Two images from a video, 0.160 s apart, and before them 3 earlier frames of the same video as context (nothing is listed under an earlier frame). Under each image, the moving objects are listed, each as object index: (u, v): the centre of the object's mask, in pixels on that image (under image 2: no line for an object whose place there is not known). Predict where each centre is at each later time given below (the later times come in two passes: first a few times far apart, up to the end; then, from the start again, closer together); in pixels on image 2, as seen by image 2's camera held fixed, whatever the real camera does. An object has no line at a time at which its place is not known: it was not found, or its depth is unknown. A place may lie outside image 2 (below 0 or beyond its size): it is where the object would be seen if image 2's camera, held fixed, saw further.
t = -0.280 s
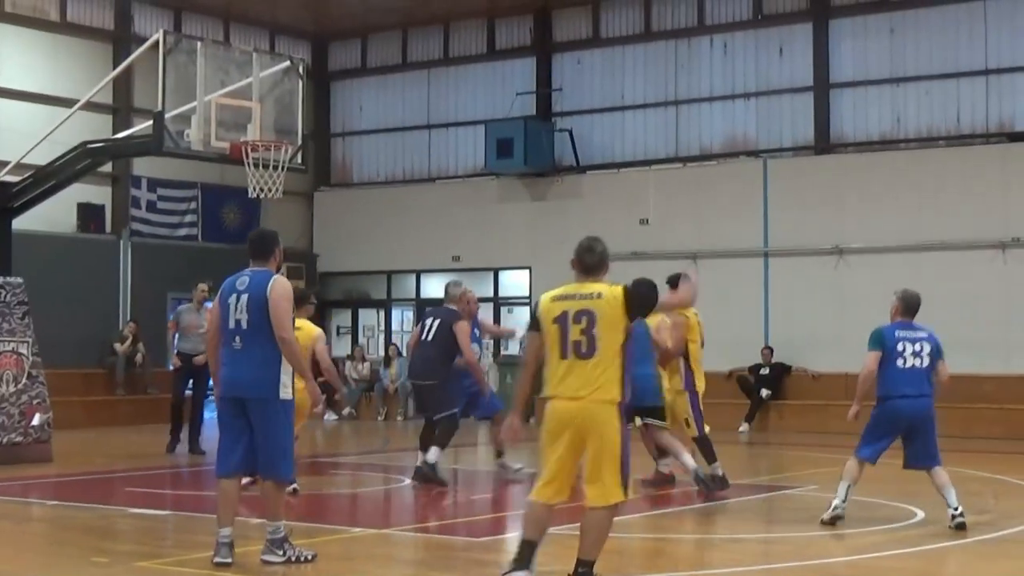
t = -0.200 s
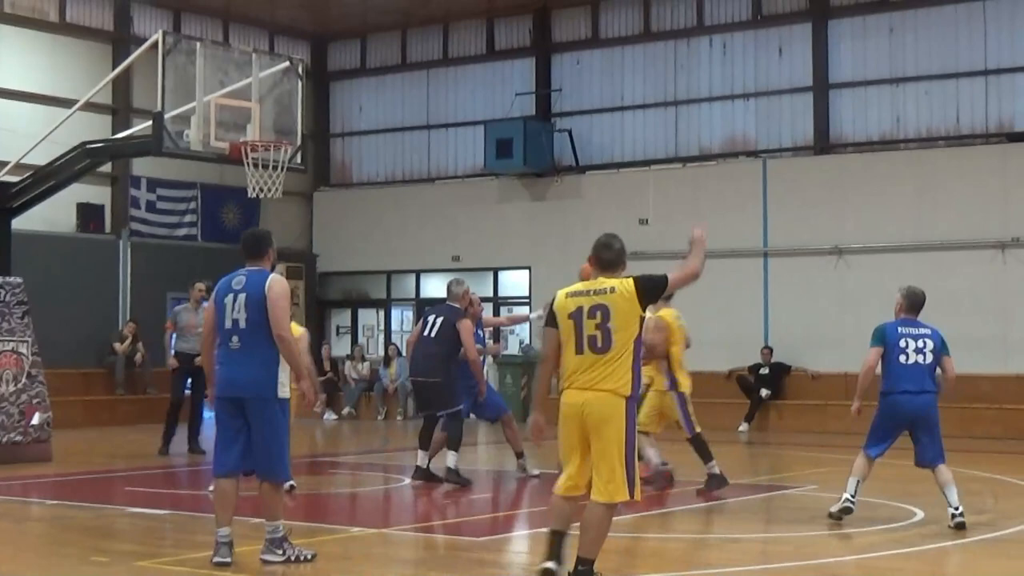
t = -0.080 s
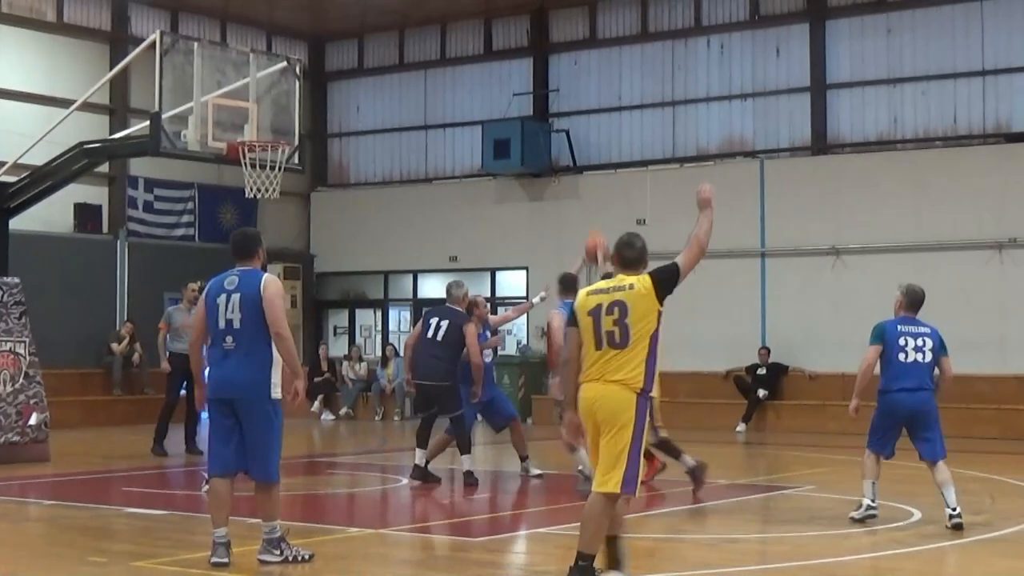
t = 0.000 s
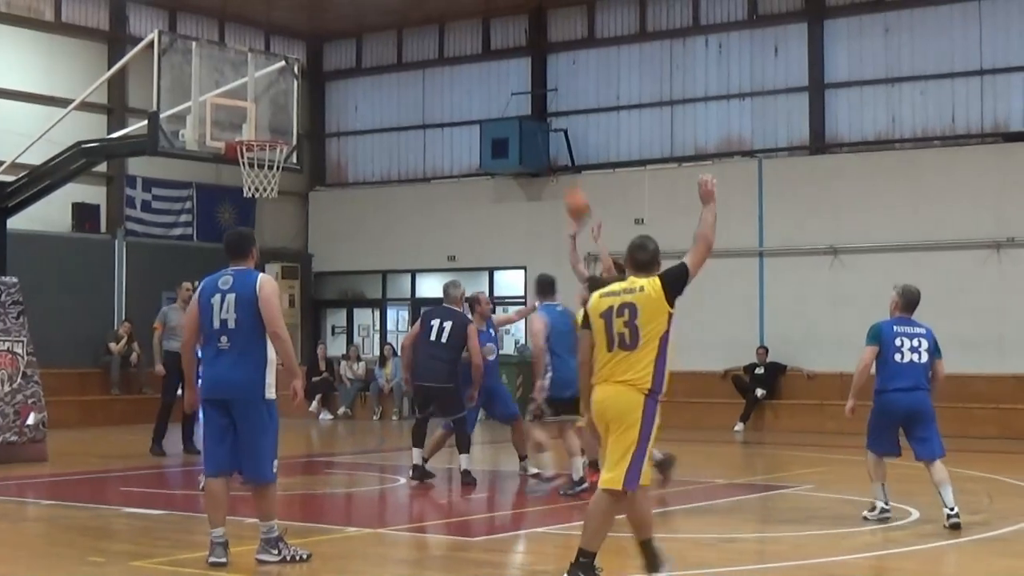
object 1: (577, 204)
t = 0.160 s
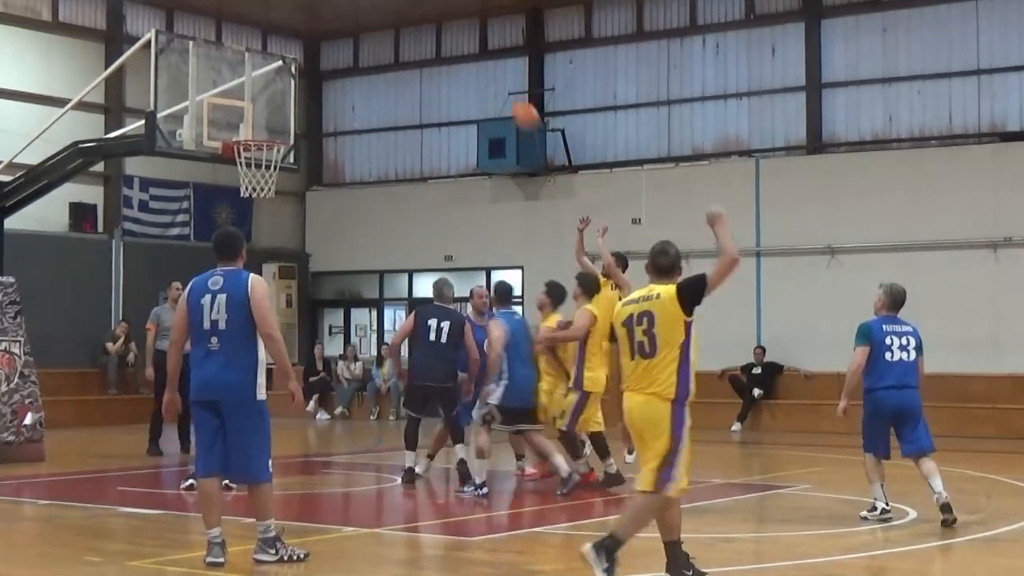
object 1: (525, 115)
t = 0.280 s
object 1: (487, 65)
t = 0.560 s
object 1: (400, 9)
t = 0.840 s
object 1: (309, 24)
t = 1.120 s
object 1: (217, 126)
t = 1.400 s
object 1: (203, 246)
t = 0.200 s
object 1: (511, 96)
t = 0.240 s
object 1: (499, 79)
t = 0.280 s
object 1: (487, 65)
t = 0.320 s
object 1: (475, 51)
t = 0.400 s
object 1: (449, 28)
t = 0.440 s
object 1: (437, 21)
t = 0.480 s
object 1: (425, 14)
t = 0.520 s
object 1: (413, 11)
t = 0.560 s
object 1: (400, 9)
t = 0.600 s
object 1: (387, 8)
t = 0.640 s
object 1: (374, 6)
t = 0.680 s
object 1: (361, 7)
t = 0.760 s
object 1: (335, 12)
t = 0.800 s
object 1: (322, 16)
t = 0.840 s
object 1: (309, 24)
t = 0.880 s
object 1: (296, 32)
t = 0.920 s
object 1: (281, 44)
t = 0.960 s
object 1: (269, 56)
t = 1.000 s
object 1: (255, 72)
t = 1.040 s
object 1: (241, 90)
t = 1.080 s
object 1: (227, 108)
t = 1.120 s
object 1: (217, 126)
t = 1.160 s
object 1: (214, 138)
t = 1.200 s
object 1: (216, 152)
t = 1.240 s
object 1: (213, 166)
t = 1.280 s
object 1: (211, 184)
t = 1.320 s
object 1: (210, 203)
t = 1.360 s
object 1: (208, 222)
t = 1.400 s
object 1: (203, 246)
